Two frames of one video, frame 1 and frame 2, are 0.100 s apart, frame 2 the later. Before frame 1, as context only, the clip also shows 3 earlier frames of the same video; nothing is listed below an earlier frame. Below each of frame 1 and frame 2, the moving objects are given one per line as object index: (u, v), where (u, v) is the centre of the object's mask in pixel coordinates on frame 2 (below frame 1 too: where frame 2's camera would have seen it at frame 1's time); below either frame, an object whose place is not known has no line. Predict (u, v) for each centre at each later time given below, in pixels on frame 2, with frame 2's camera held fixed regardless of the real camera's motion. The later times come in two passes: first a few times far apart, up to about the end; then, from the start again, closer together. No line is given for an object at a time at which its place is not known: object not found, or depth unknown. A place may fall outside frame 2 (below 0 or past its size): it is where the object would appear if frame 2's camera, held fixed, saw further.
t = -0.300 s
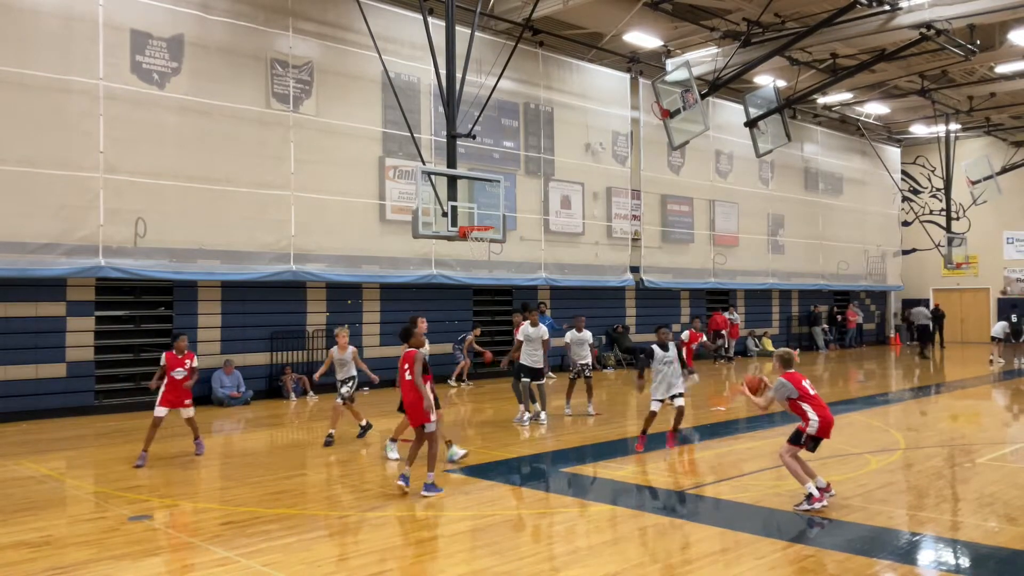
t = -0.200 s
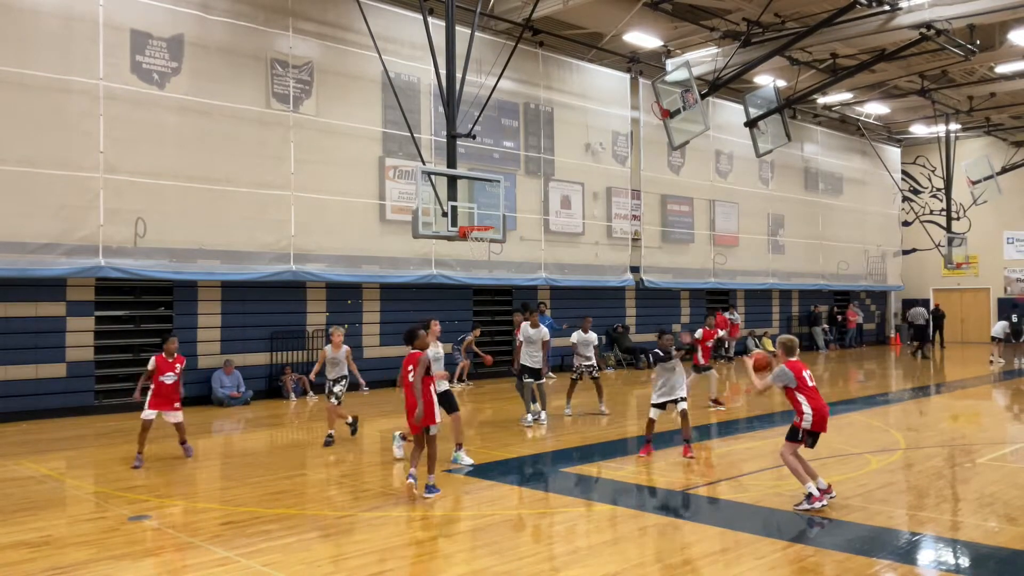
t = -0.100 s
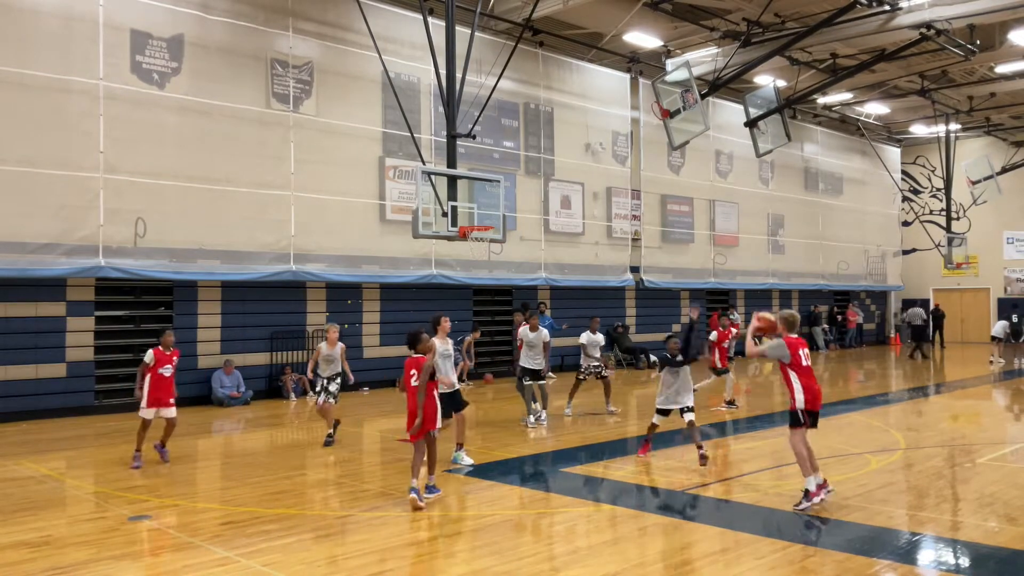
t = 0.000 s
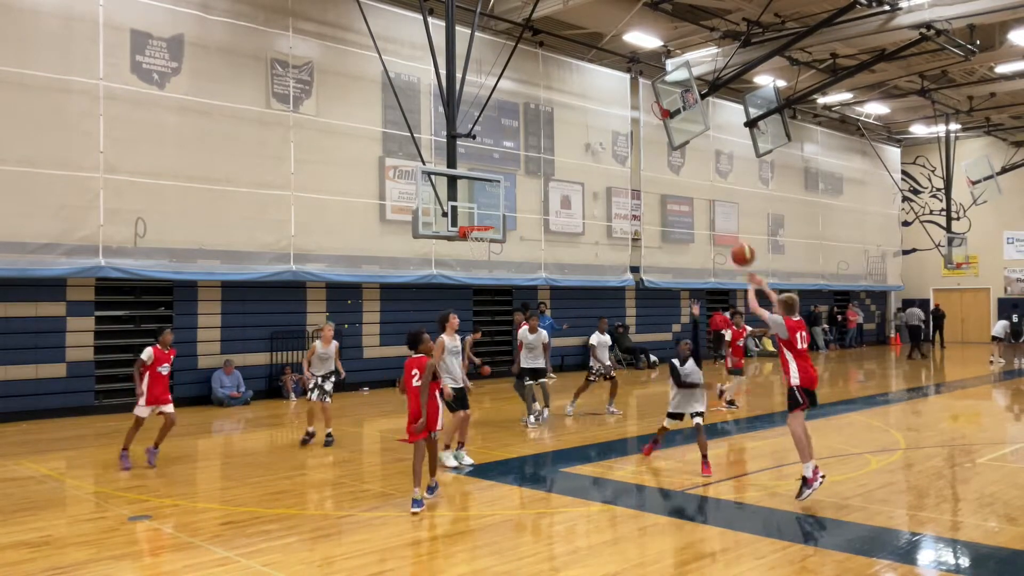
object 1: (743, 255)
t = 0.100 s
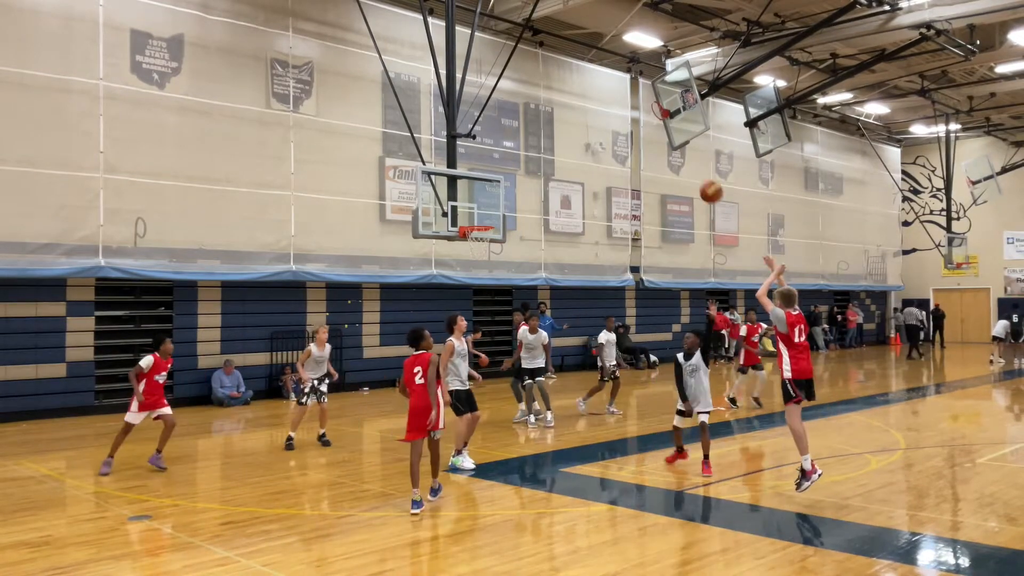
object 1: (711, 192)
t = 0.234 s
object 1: (673, 132)
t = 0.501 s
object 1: (611, 75)
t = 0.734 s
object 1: (568, 76)
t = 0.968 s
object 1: (531, 113)
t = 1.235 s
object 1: (496, 190)
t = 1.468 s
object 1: (482, 230)
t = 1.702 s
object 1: (483, 247)
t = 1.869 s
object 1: (475, 268)
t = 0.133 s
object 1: (701, 174)
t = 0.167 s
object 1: (691, 159)
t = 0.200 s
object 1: (682, 145)
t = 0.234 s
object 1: (673, 132)
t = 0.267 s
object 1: (664, 120)
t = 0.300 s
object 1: (656, 111)
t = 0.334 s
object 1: (648, 102)
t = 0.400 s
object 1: (633, 87)
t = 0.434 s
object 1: (625, 82)
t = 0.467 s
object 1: (618, 78)
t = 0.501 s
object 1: (611, 75)
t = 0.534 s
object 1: (604, 73)
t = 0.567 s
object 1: (598, 71)
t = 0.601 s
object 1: (591, 70)
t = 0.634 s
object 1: (585, 70)
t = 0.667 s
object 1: (579, 72)
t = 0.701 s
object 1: (573, 73)
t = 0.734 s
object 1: (568, 76)
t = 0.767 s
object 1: (562, 79)
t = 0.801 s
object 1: (556, 83)
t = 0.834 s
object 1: (551, 88)
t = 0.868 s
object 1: (546, 93)
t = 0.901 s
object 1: (541, 100)
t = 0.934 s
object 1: (535, 106)
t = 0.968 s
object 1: (531, 113)
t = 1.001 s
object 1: (526, 120)
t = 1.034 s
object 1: (521, 130)
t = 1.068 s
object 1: (517, 138)
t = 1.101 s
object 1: (512, 148)
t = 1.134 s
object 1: (508, 158)
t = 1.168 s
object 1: (504, 169)
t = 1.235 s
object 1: (496, 190)
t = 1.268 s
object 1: (492, 201)
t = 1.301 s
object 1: (488, 214)
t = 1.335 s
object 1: (485, 225)
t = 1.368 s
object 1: (476, 227)
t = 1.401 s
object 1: (473, 227)
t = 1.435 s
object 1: (476, 229)
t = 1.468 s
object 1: (482, 230)
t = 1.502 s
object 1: (485, 234)
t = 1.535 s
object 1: (486, 238)
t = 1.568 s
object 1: (487, 242)
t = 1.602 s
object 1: (487, 244)
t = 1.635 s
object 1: (486, 246)
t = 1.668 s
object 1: (484, 246)
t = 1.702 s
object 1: (483, 247)
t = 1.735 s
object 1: (482, 252)
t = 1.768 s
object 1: (480, 255)
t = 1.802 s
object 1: (478, 259)
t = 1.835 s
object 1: (477, 263)
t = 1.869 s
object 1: (475, 268)
